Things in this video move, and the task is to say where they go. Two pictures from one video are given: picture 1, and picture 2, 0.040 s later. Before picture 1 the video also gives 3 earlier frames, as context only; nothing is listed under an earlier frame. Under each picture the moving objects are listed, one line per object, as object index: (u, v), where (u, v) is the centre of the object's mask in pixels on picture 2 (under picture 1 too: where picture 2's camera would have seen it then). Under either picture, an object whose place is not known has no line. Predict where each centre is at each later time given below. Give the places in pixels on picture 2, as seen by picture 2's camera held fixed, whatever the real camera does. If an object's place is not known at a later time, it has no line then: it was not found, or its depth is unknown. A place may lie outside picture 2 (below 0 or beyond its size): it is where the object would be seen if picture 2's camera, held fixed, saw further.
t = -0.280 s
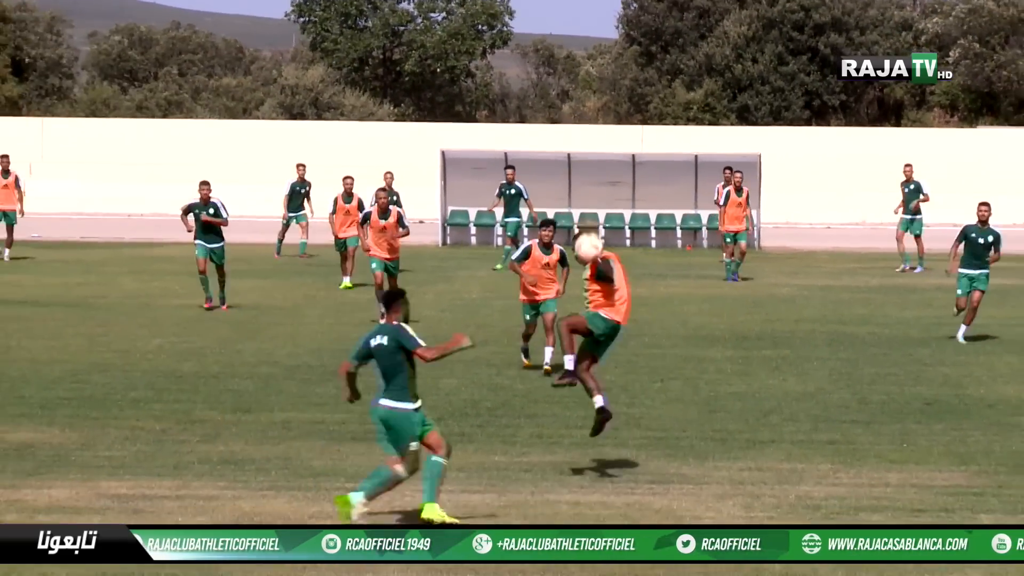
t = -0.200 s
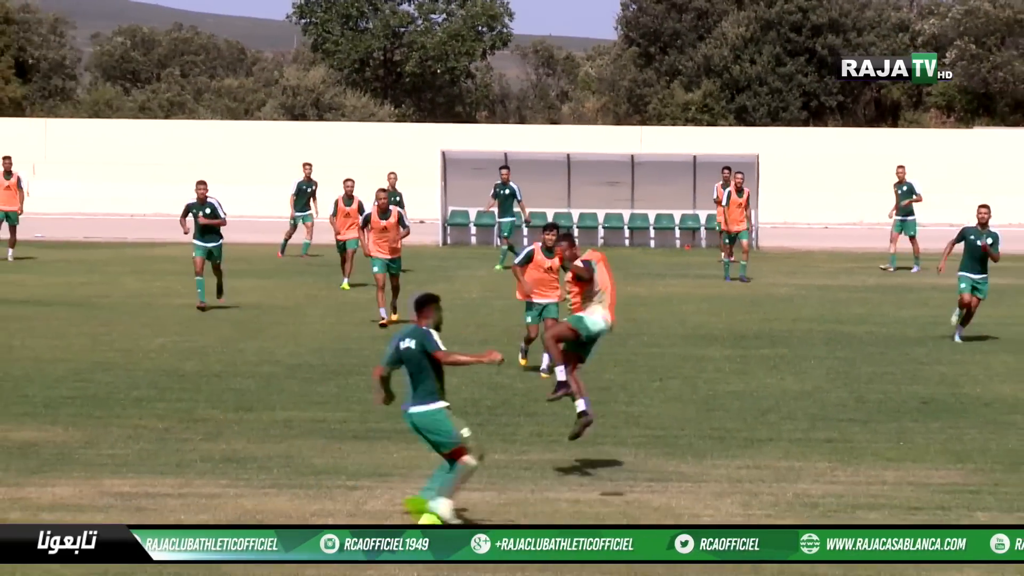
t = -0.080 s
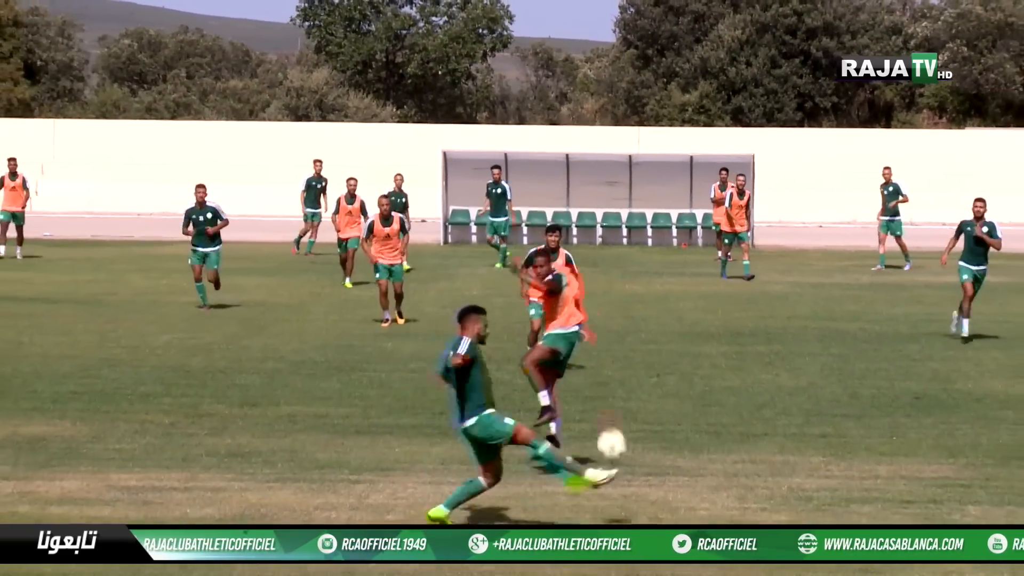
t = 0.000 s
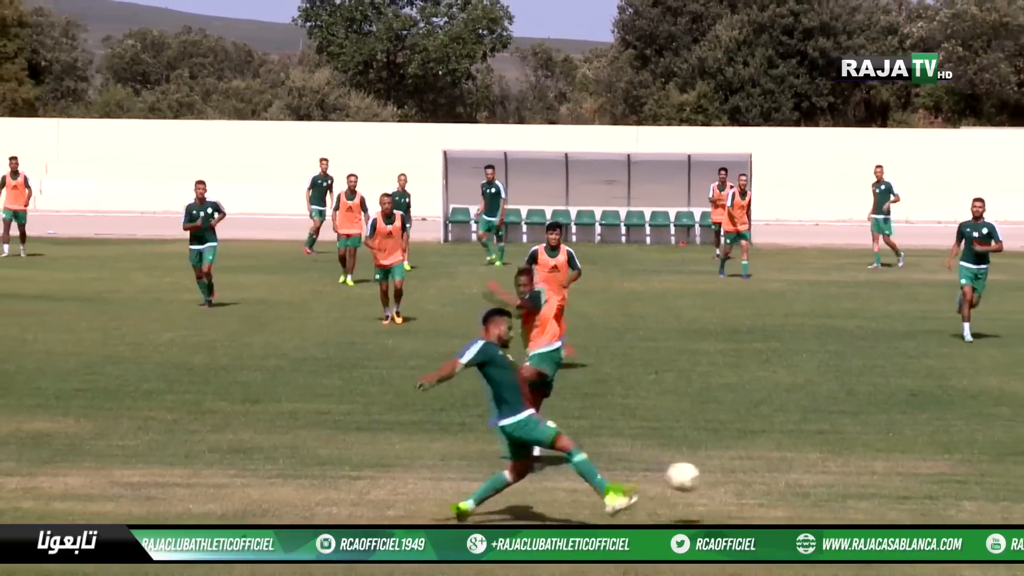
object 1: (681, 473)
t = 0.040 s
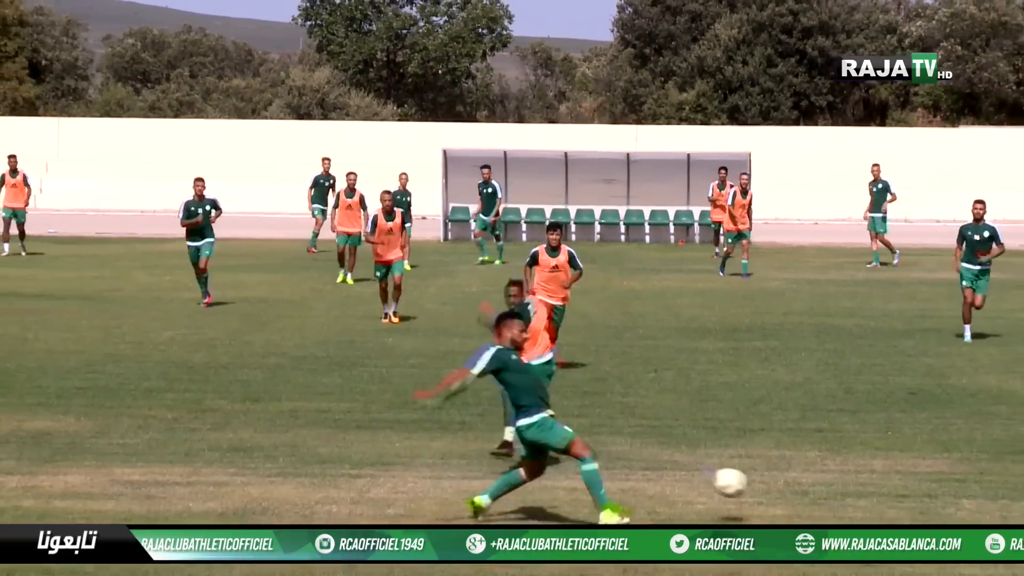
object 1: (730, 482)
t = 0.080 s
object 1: (776, 490)
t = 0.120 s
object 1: (824, 504)
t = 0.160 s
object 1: (863, 503)
